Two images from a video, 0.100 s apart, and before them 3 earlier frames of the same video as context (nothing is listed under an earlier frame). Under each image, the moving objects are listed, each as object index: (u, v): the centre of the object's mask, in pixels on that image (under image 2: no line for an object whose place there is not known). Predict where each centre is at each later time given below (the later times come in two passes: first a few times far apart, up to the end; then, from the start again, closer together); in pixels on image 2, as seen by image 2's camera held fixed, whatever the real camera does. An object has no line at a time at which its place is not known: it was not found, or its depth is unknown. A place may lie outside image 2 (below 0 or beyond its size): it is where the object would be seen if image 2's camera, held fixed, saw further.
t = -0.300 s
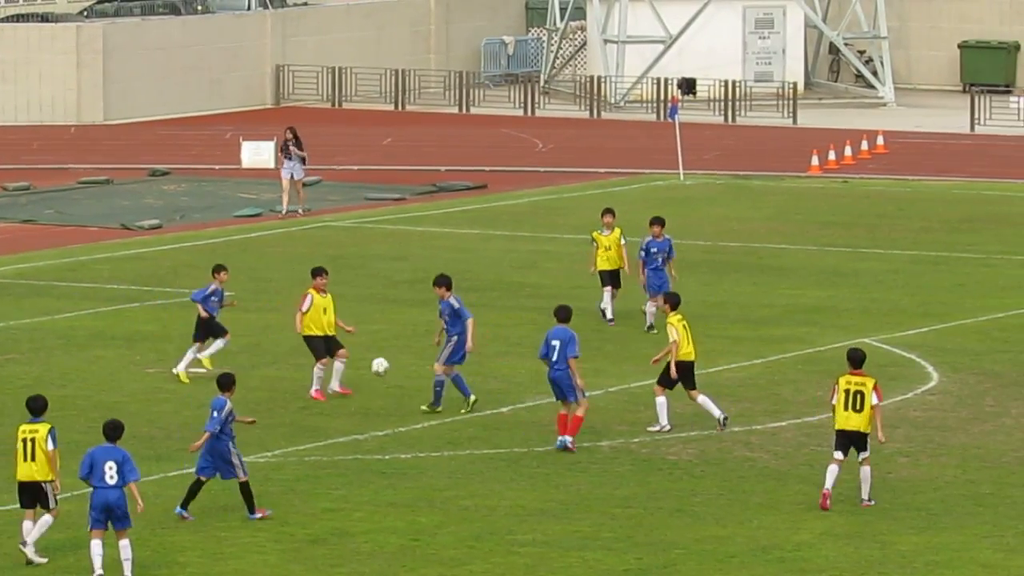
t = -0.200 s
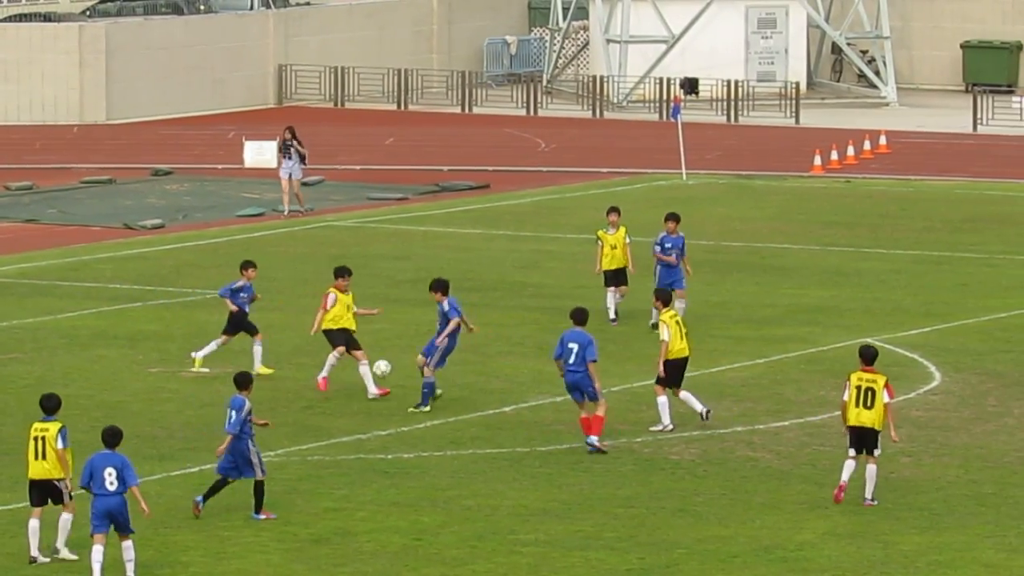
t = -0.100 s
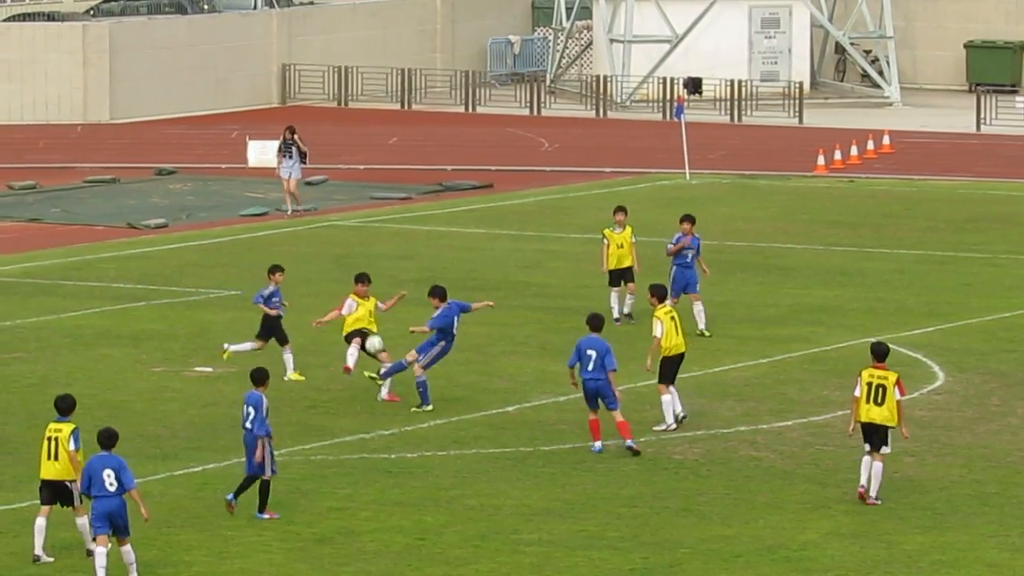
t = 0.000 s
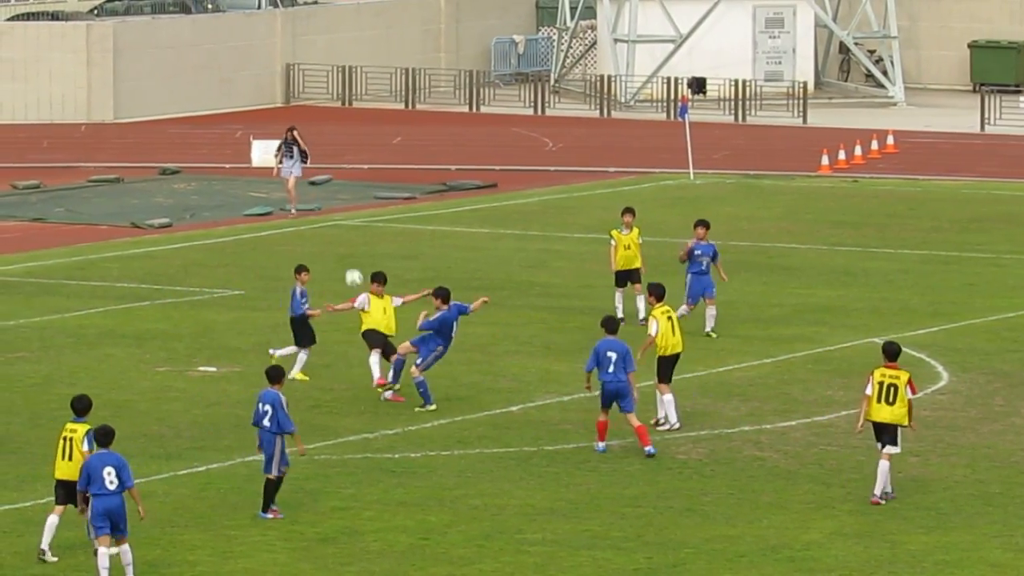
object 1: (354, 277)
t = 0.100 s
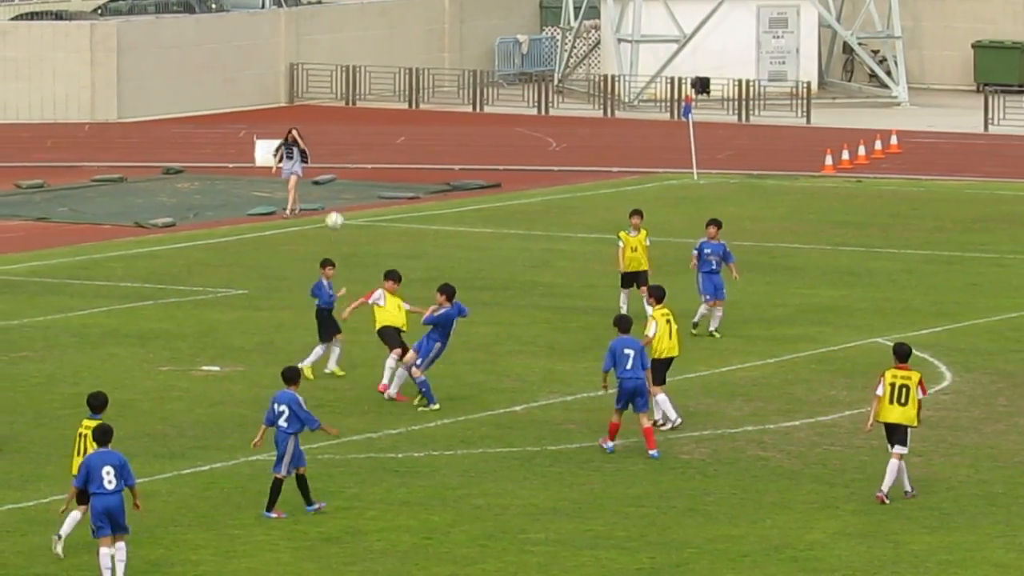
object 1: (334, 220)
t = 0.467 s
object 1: (257, 81)
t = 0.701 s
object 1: (214, 47)
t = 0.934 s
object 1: (173, 56)
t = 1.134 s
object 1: (140, 97)
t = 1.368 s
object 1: (100, 183)
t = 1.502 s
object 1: (76, 253)
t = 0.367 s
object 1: (277, 108)
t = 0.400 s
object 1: (270, 98)
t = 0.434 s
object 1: (264, 89)
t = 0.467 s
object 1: (257, 81)
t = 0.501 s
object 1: (251, 74)
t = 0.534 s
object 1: (245, 67)
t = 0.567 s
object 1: (238, 62)
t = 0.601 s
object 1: (232, 57)
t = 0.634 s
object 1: (225, 53)
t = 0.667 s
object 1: (220, 50)
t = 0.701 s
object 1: (214, 47)
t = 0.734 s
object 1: (207, 46)
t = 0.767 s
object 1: (201, 45)
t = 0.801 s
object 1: (196, 46)
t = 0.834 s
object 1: (190, 47)
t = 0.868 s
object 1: (185, 49)
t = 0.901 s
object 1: (179, 52)
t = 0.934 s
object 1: (173, 56)
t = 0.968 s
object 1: (168, 60)
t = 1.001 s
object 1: (162, 66)
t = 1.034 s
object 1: (157, 72)
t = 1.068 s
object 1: (151, 80)
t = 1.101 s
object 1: (146, 88)
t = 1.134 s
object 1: (140, 97)
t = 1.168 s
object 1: (134, 107)
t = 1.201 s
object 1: (129, 117)
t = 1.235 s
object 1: (123, 129)
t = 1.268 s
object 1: (117, 141)
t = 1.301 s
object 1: (111, 155)
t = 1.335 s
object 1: (105, 169)
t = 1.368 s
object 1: (100, 183)
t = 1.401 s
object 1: (94, 200)
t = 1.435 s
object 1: (88, 217)
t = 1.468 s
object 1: (82, 235)
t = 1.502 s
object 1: (76, 253)
